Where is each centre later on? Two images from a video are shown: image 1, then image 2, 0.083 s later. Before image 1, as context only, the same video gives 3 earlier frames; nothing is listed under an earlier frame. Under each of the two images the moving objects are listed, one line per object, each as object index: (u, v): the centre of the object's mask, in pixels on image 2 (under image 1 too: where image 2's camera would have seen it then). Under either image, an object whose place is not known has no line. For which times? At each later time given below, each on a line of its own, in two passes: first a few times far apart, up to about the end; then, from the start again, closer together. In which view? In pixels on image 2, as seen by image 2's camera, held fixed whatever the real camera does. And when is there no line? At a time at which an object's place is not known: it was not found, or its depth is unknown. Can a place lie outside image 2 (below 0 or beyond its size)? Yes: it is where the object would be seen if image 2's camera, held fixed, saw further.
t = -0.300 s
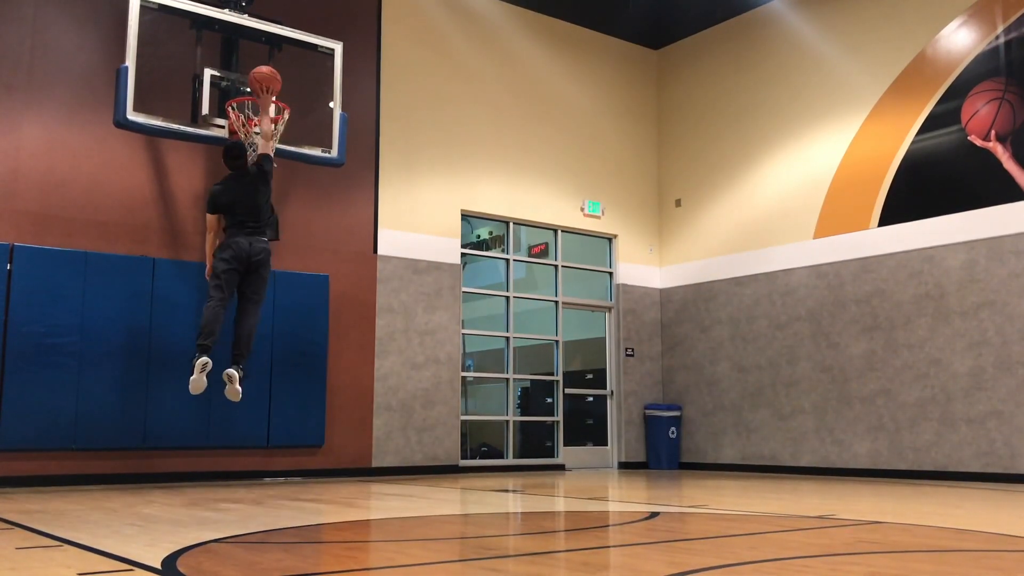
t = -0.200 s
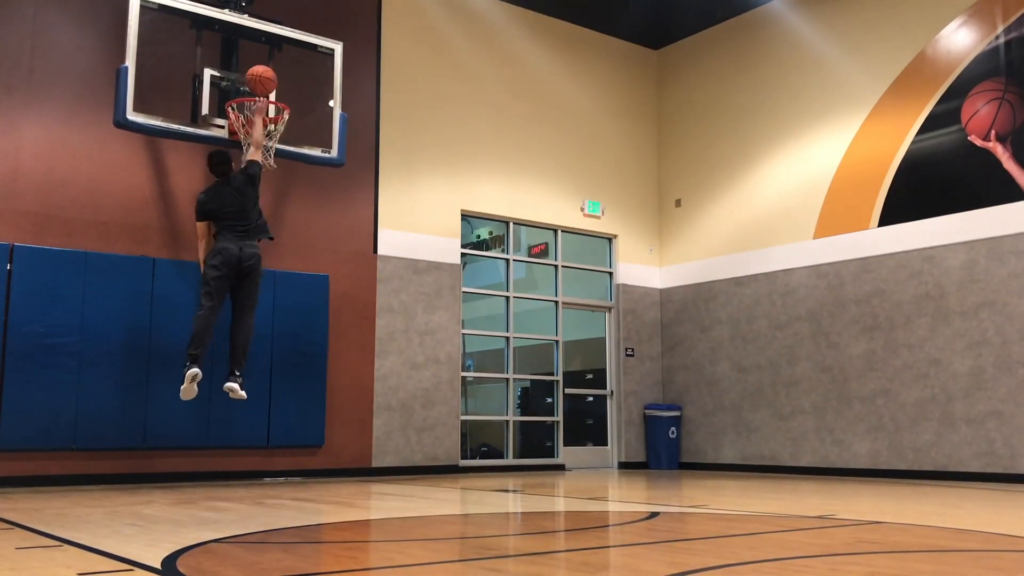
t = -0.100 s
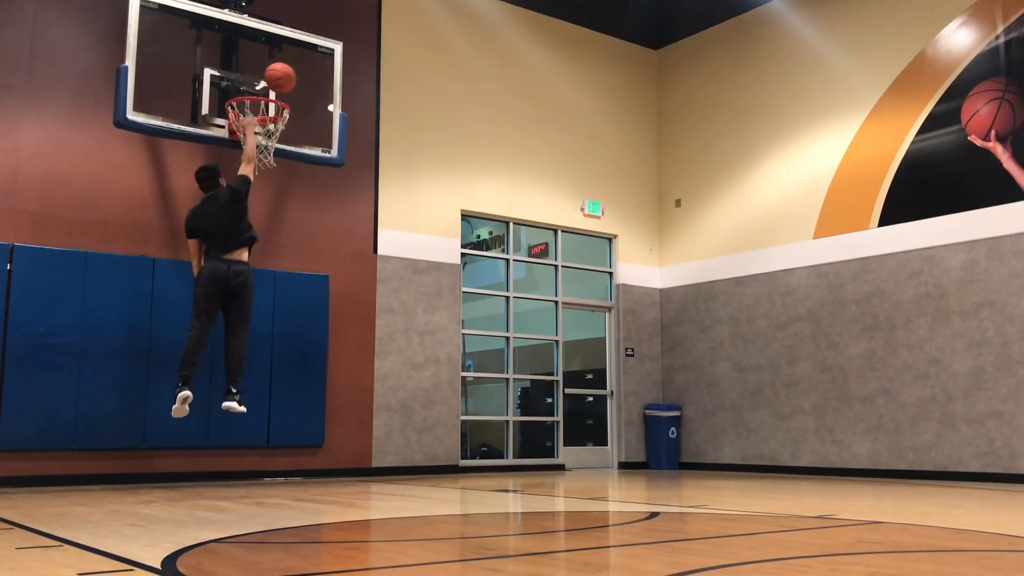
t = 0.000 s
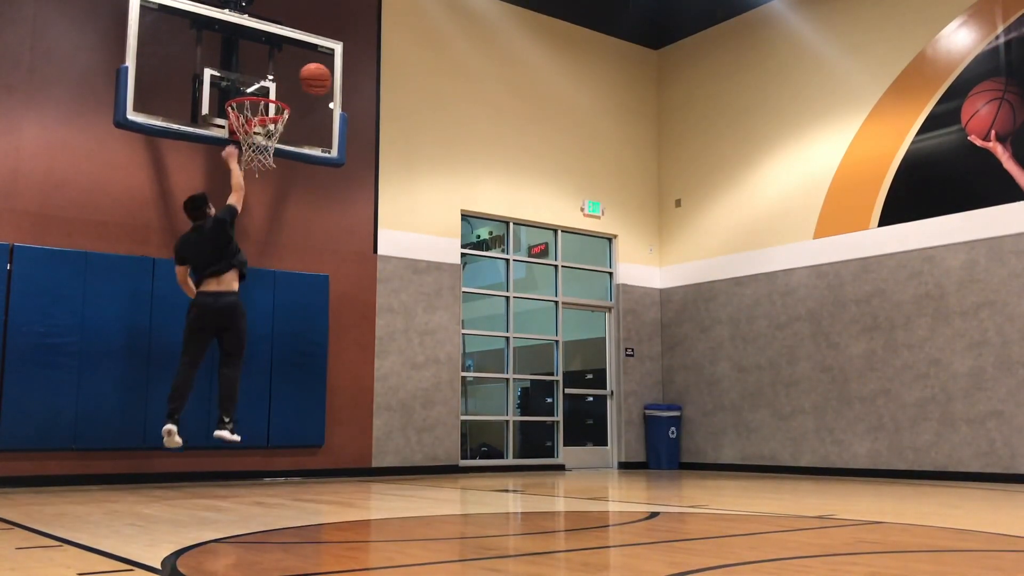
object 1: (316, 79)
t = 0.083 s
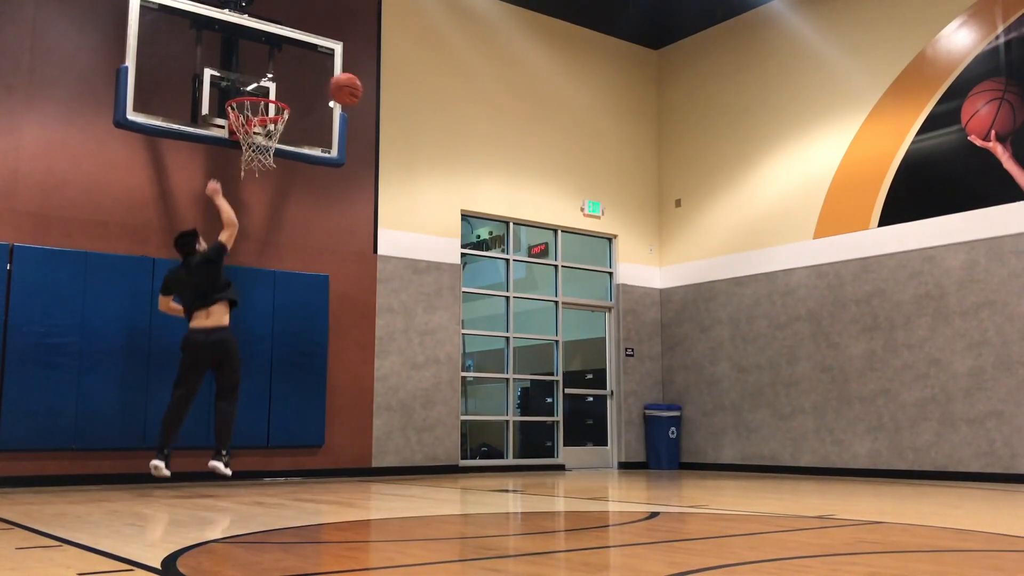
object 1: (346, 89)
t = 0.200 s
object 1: (390, 120)
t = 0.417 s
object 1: (482, 230)
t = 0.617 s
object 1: (583, 417)
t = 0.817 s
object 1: (655, 364)
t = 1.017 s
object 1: (712, 232)
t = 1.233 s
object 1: (781, 157)
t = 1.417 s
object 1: (846, 152)
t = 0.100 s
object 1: (352, 92)
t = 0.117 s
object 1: (358, 95)
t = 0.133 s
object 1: (364, 99)
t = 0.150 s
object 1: (371, 104)
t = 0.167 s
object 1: (377, 108)
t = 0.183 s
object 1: (383, 114)
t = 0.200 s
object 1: (390, 120)
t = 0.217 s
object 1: (396, 125)
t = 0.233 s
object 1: (403, 132)
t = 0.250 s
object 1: (410, 138)
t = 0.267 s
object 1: (417, 145)
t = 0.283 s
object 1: (423, 153)
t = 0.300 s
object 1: (431, 160)
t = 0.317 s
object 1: (437, 169)
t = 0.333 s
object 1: (444, 178)
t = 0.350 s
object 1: (452, 187)
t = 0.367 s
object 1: (460, 197)
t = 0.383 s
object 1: (467, 207)
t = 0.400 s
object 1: (474, 218)
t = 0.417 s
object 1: (482, 230)
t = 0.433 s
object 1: (490, 241)
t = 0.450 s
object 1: (497, 254)
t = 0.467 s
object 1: (505, 268)
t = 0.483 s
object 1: (514, 281)
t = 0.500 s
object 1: (522, 296)
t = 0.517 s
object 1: (530, 311)
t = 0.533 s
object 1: (538, 326)
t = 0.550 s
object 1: (547, 343)
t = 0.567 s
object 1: (556, 359)
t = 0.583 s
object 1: (565, 378)
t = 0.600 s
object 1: (574, 397)
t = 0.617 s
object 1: (583, 417)
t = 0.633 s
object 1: (592, 435)
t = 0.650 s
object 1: (601, 456)
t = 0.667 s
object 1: (611, 478)
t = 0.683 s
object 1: (619, 486)
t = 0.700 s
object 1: (624, 469)
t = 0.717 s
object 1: (628, 453)
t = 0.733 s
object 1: (633, 437)
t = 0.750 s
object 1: (637, 422)
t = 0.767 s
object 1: (641, 407)
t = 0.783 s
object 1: (646, 392)
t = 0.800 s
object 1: (651, 378)
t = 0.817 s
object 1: (655, 364)
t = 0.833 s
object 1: (660, 351)
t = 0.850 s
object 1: (664, 338)
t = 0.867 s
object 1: (668, 325)
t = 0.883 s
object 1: (673, 313)
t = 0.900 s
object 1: (678, 302)
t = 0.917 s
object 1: (682, 291)
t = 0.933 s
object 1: (687, 280)
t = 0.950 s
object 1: (692, 270)
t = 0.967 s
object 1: (697, 259)
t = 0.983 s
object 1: (702, 250)
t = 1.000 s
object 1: (707, 241)
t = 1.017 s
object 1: (712, 232)
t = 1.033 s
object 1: (717, 224)
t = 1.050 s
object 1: (722, 216)
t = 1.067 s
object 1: (727, 209)
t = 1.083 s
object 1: (732, 202)
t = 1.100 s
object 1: (738, 195)
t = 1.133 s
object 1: (748, 183)
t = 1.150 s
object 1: (753, 178)
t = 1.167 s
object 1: (759, 173)
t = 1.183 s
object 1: (764, 168)
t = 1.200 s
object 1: (770, 164)
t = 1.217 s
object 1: (775, 160)
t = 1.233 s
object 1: (781, 157)
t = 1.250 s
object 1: (786, 154)
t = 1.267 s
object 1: (792, 152)
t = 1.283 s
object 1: (798, 150)
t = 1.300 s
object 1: (804, 149)
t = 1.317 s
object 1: (810, 148)
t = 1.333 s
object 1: (816, 147)
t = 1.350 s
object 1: (822, 147)
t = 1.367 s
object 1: (828, 148)
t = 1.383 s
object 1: (834, 149)
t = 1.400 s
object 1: (840, 150)
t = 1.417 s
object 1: (846, 152)
